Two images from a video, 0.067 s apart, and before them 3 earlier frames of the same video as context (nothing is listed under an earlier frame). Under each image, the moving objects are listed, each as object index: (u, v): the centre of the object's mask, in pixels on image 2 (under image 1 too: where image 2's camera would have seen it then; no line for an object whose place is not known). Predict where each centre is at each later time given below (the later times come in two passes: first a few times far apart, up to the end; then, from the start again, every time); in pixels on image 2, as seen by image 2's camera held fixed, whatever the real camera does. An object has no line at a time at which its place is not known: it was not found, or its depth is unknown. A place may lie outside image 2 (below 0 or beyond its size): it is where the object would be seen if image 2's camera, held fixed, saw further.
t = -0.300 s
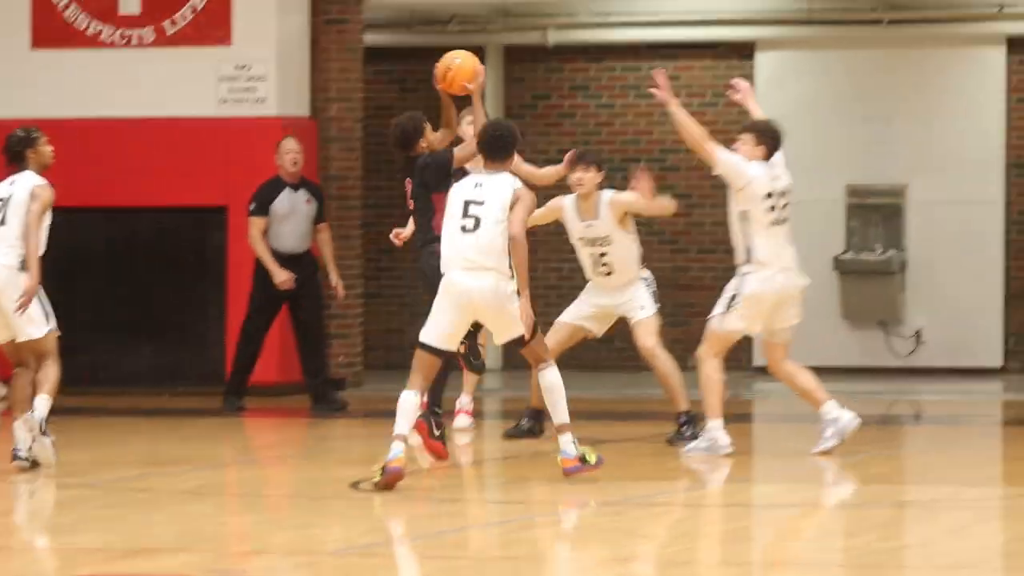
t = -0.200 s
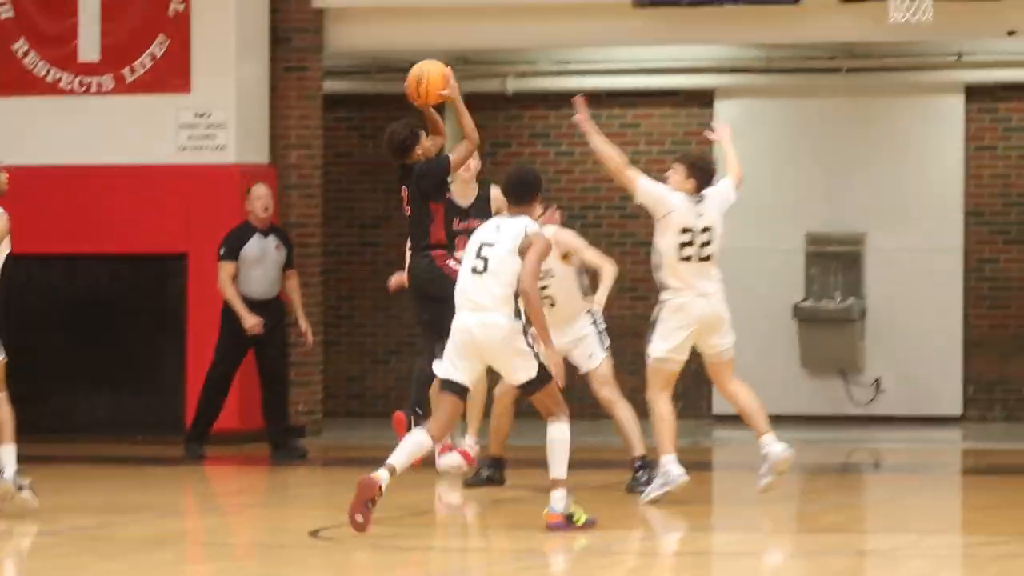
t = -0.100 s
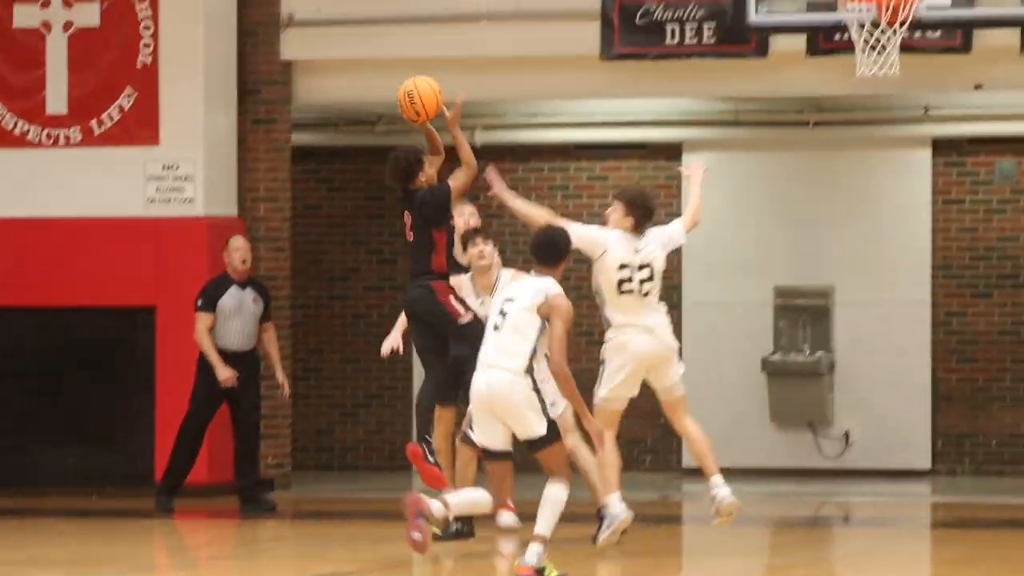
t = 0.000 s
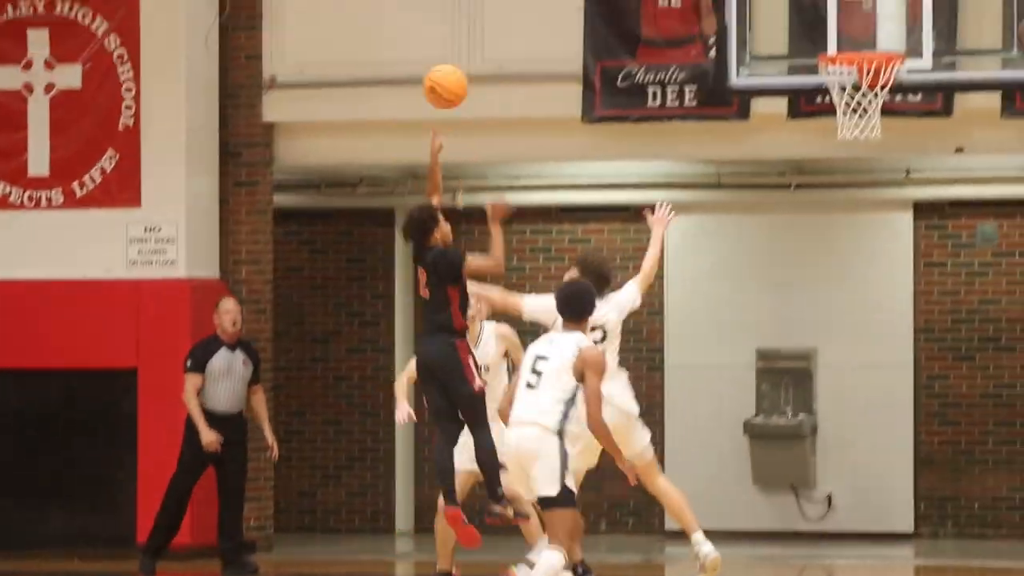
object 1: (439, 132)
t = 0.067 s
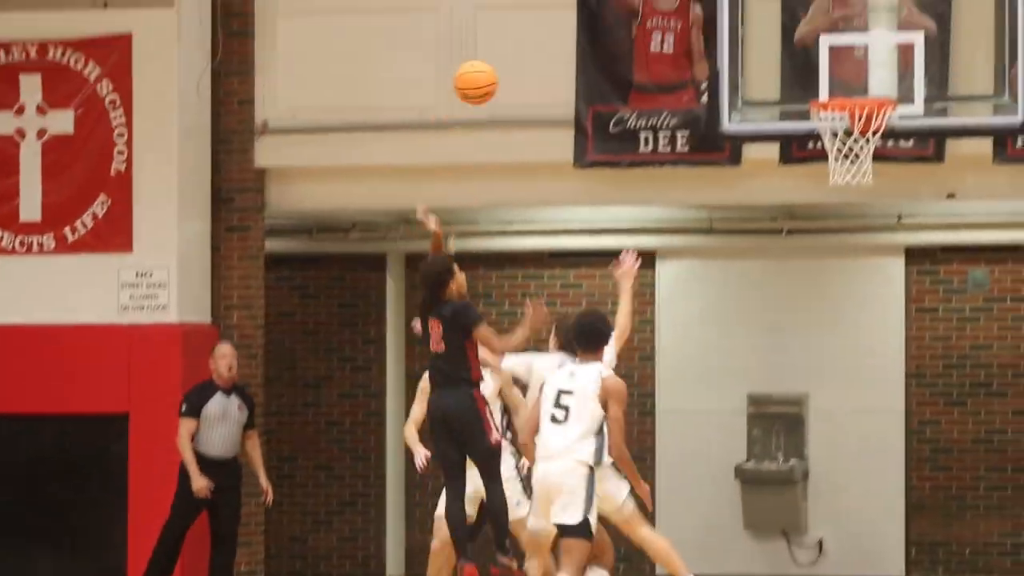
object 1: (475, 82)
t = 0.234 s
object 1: (567, -4)
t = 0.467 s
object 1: (692, -35)
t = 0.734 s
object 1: (830, 43)
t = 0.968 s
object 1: (809, 65)
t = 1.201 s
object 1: (757, 48)
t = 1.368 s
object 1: (720, 95)
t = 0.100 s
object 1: (494, 61)
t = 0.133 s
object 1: (512, 42)
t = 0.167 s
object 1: (531, 25)
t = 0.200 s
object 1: (549, 10)
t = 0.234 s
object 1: (567, -4)
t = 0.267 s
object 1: (585, -15)
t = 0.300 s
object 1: (603, -24)
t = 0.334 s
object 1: (621, -30)
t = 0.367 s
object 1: (639, -34)
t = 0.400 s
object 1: (657, -36)
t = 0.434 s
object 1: (674, -37)
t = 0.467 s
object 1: (692, -35)
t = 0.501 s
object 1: (708, -32)
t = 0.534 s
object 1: (726, -28)
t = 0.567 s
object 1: (744, -20)
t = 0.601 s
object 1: (762, -12)
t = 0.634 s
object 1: (780, -1)
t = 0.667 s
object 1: (796, 12)
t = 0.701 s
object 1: (813, 26)
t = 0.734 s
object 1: (830, 43)
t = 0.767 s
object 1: (848, 64)
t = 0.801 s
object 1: (864, 81)
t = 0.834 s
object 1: (864, 86)
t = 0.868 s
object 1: (845, 84)
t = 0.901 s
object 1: (825, 83)
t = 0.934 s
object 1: (816, 74)
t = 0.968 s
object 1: (809, 65)
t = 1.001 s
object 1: (802, 57)
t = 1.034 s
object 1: (795, 51)
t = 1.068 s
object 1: (788, 46)
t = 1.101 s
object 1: (780, 44)
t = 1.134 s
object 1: (773, 43)
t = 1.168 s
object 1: (765, 45)
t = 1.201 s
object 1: (757, 48)
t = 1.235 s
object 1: (749, 53)
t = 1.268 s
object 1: (742, 61)
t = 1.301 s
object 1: (734, 70)
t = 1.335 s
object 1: (727, 81)
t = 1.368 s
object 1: (720, 95)
